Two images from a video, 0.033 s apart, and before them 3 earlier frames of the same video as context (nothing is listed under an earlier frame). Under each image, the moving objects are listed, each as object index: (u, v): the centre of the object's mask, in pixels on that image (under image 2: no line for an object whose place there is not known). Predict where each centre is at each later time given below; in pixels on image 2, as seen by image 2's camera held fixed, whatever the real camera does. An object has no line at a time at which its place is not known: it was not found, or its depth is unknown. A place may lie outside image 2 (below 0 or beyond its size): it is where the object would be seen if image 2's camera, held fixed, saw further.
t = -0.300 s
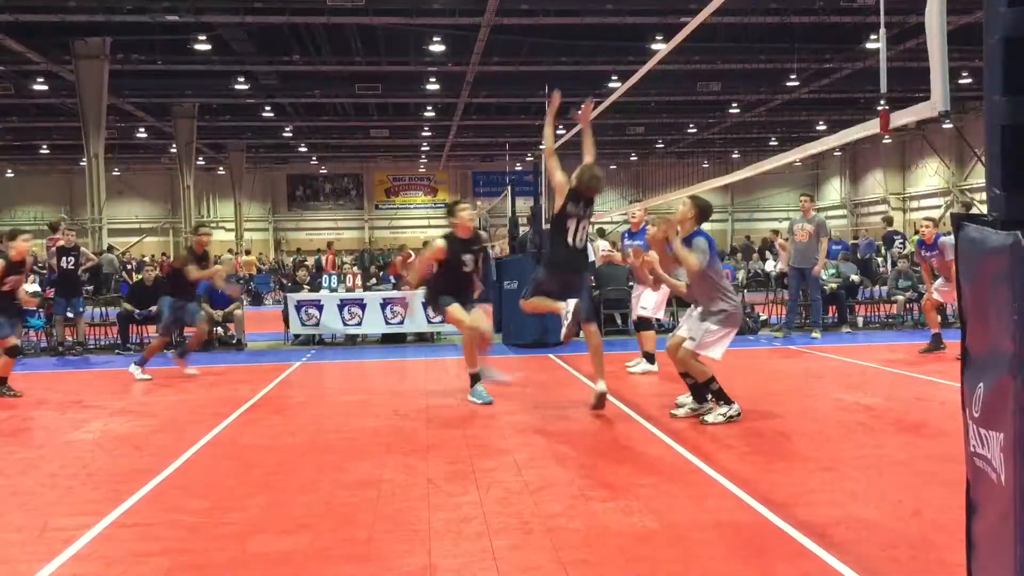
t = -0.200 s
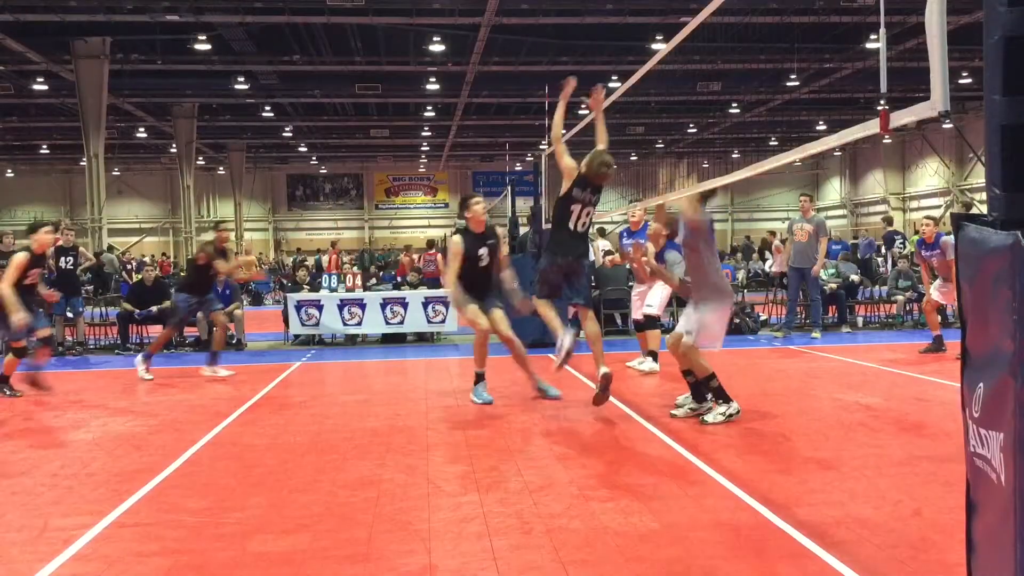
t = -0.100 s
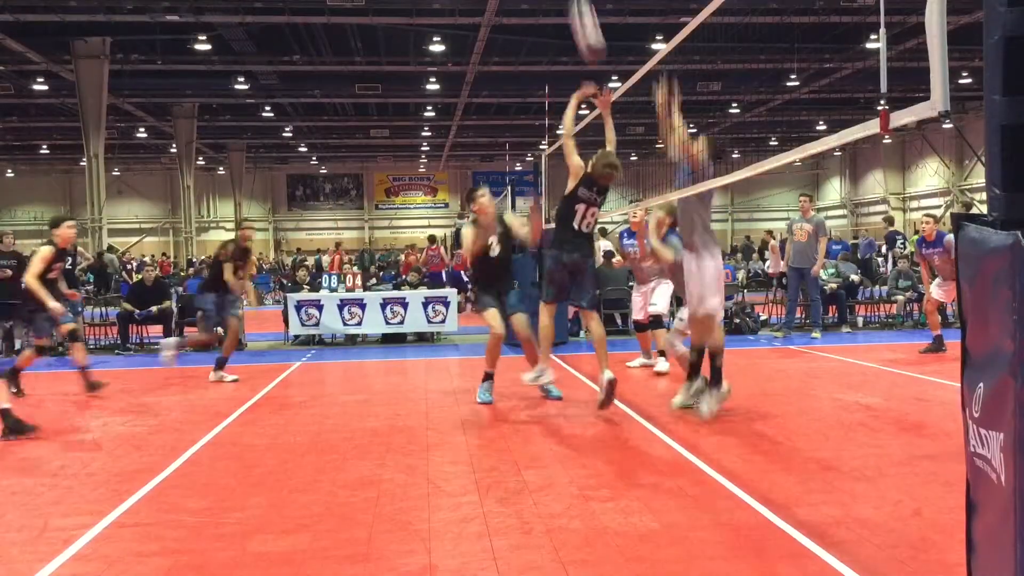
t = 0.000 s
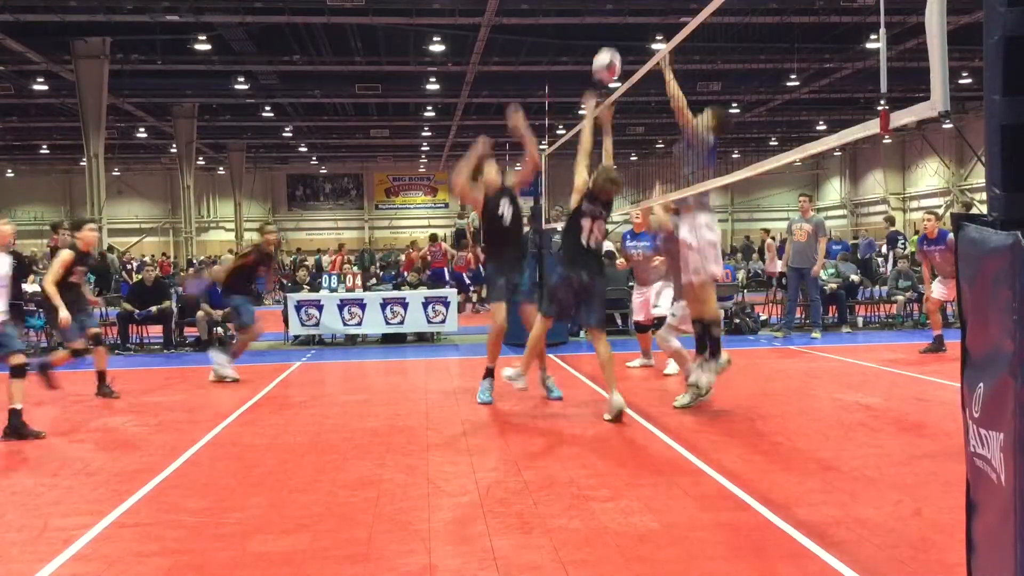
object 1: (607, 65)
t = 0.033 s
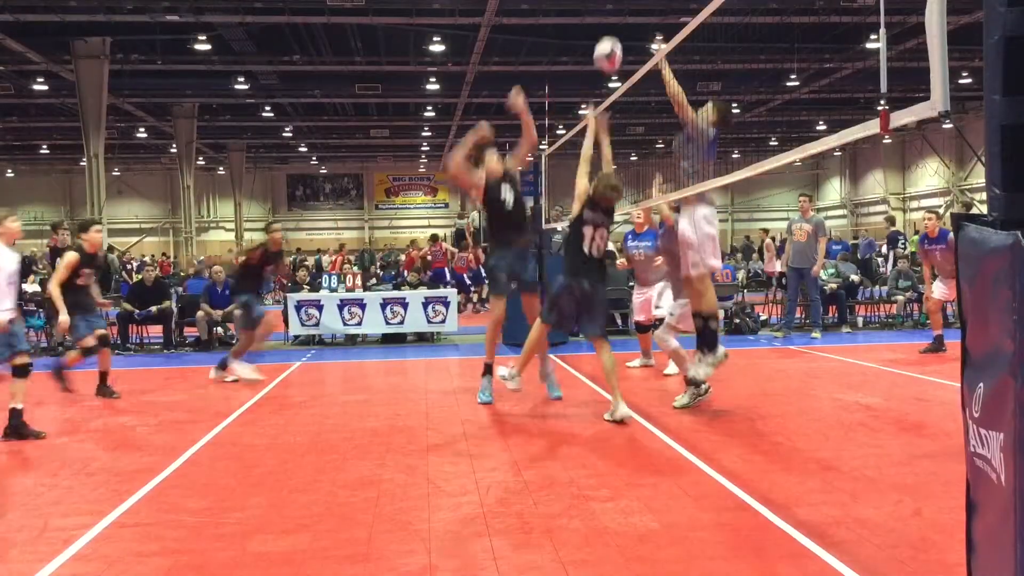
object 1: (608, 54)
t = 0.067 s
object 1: (609, 45)
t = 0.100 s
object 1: (611, 37)
